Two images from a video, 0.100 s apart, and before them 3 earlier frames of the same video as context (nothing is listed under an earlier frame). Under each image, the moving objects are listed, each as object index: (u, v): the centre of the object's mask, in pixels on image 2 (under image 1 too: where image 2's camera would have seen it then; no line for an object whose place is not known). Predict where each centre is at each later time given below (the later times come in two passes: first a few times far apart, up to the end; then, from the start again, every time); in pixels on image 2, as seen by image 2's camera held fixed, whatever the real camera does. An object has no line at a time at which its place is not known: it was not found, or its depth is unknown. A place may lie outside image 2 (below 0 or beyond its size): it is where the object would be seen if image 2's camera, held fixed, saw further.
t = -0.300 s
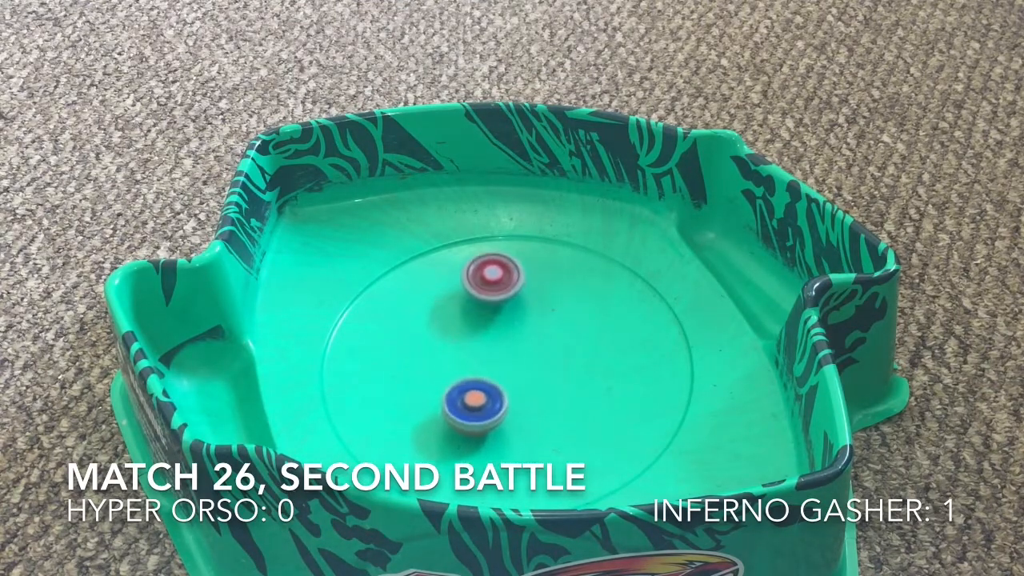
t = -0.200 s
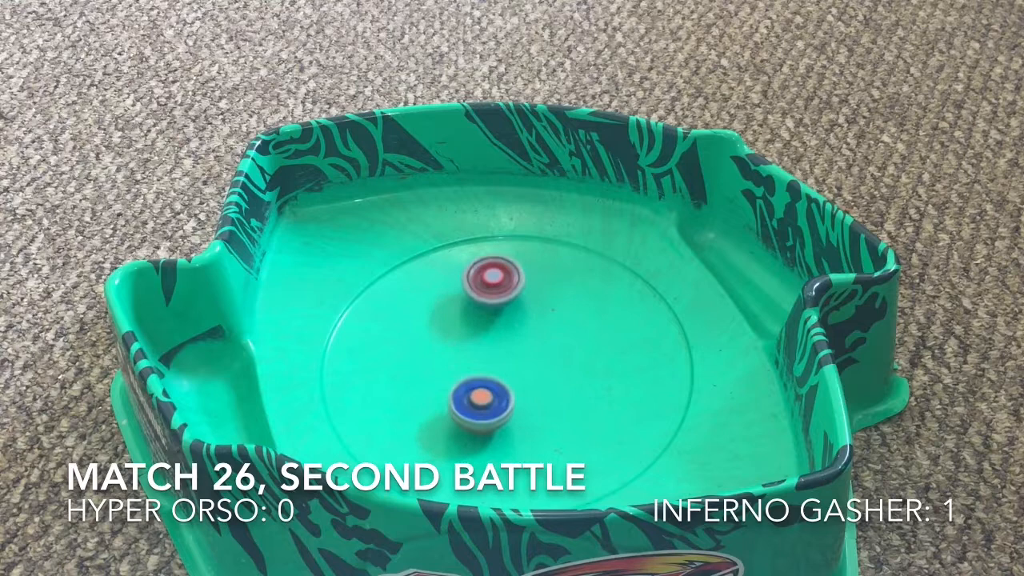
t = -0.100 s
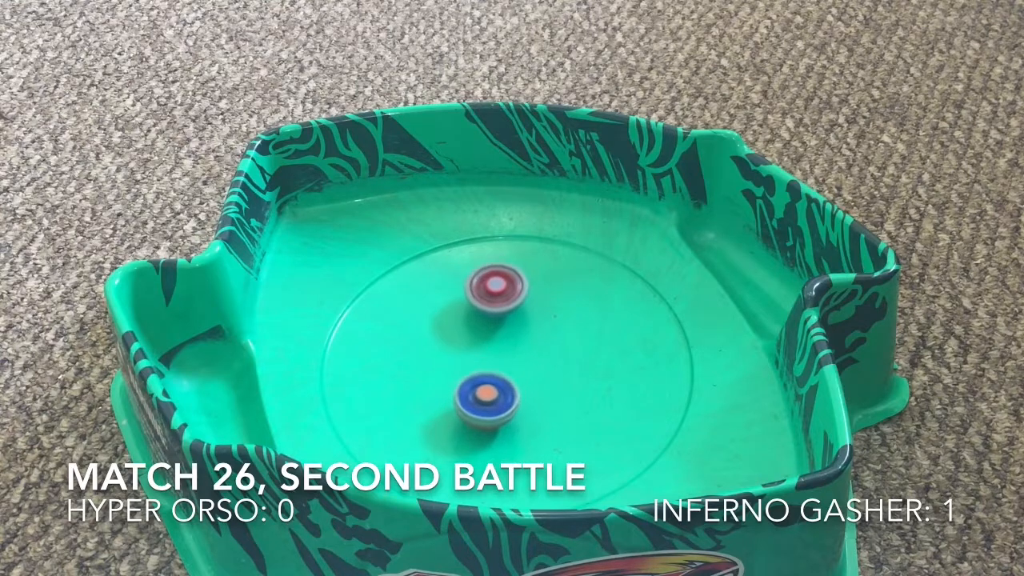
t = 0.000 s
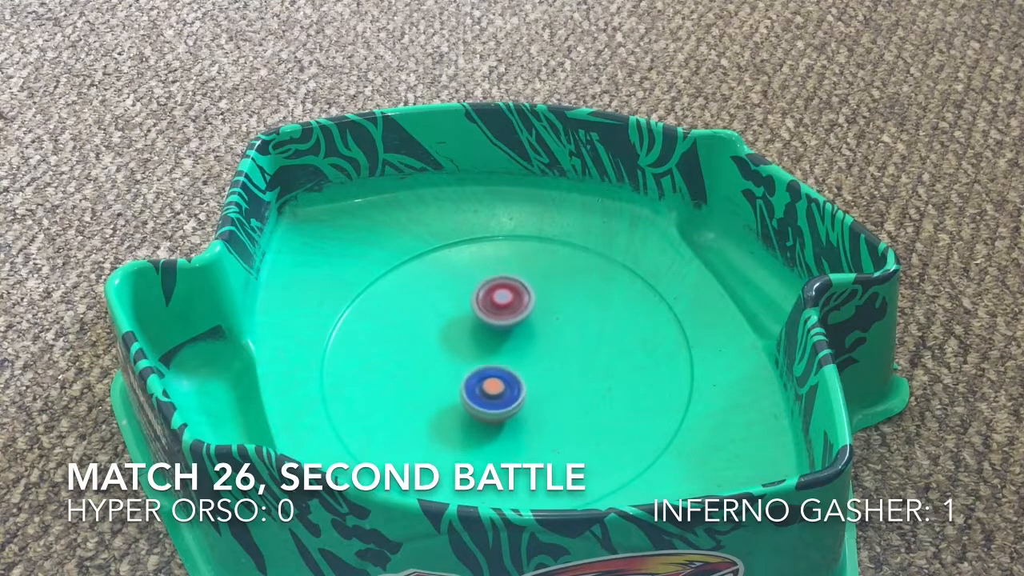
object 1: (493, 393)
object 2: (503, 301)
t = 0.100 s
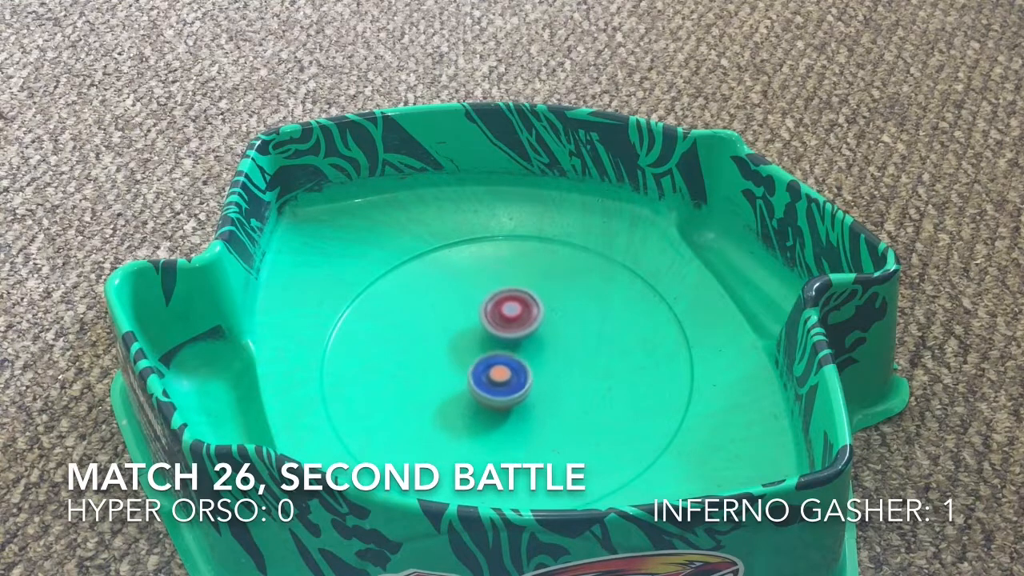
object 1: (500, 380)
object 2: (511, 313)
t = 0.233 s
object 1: (497, 377)
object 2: (532, 313)
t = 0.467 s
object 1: (495, 374)
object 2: (551, 315)
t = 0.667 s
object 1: (498, 369)
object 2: (556, 325)
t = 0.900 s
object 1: (471, 370)
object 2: (582, 339)
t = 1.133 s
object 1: (449, 380)
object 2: (596, 340)
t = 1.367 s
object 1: (461, 379)
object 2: (580, 349)
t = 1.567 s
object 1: (473, 372)
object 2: (556, 367)
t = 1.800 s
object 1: (424, 319)
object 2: (592, 407)
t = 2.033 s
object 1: (387, 301)
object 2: (610, 410)
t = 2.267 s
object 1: (392, 306)
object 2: (585, 401)
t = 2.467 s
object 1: (427, 315)
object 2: (544, 395)
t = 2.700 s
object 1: (487, 323)
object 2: (498, 391)
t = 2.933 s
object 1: (537, 329)
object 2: (464, 384)
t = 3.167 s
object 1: (578, 337)
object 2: (442, 374)
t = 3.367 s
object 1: (603, 348)
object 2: (435, 361)
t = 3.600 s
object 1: (606, 364)
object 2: (439, 341)
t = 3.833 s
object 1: (579, 386)
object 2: (454, 322)
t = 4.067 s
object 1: (537, 405)
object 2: (473, 309)
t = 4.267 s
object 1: (497, 413)
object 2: (493, 305)
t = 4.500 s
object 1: (458, 413)
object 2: (519, 309)
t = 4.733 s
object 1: (439, 396)
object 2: (548, 320)
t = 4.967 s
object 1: (438, 367)
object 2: (563, 334)
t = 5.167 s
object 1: (446, 336)
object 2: (570, 351)
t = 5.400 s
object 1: (461, 307)
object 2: (565, 373)
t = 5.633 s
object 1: (481, 289)
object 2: (553, 390)
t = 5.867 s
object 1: (502, 294)
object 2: (532, 402)
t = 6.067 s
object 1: (525, 311)
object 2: (506, 404)
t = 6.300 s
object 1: (553, 337)
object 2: (481, 399)
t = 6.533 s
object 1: (572, 365)
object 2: (463, 384)
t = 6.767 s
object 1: (576, 391)
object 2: (453, 366)
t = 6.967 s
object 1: (563, 405)
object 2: (454, 349)
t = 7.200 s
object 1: (533, 409)
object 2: (463, 331)
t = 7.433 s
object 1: (494, 402)
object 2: (478, 317)
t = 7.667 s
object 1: (460, 385)
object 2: (497, 312)
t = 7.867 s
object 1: (441, 366)
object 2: (515, 314)
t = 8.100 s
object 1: (438, 344)
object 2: (534, 325)
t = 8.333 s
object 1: (455, 325)
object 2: (549, 340)
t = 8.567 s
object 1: (483, 313)
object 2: (556, 359)
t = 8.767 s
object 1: (508, 311)
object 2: (554, 374)
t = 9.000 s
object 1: (536, 318)
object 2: (543, 390)
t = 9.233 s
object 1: (556, 334)
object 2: (522, 398)
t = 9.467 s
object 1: (562, 358)
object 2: (495, 398)
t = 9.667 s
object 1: (556, 380)
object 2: (477, 390)
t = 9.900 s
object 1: (537, 400)
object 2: (462, 375)
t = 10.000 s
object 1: (526, 405)
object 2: (458, 367)
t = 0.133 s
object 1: (502, 375)
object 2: (515, 317)
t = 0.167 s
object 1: (502, 371)
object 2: (519, 319)
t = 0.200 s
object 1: (500, 375)
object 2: (526, 315)
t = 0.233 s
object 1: (497, 377)
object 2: (532, 313)
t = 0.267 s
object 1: (496, 378)
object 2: (536, 312)
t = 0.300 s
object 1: (494, 378)
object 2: (540, 312)
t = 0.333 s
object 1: (494, 377)
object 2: (543, 312)
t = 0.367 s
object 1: (494, 376)
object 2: (545, 313)
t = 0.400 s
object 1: (494, 375)
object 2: (547, 313)
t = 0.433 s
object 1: (494, 374)
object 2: (549, 314)
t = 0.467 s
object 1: (495, 374)
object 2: (551, 315)
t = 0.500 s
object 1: (496, 373)
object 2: (552, 316)
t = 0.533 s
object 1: (496, 372)
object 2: (554, 317)
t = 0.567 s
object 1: (497, 371)
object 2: (555, 319)
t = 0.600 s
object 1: (497, 370)
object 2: (556, 321)
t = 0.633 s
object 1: (498, 369)
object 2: (556, 323)
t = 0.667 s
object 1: (498, 369)
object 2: (556, 325)
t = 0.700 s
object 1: (498, 368)
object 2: (557, 328)
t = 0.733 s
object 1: (498, 367)
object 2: (557, 331)
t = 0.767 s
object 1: (499, 366)
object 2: (558, 334)
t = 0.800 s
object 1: (499, 365)
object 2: (558, 337)
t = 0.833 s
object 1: (496, 365)
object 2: (562, 339)
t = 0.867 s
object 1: (481, 368)
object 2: (574, 339)
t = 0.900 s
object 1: (471, 370)
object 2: (582, 339)
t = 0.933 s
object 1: (464, 372)
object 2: (587, 340)
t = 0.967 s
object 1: (459, 373)
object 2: (591, 340)
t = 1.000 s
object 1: (455, 375)
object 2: (593, 340)
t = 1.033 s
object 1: (452, 377)
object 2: (595, 339)
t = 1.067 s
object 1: (450, 379)
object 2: (596, 340)
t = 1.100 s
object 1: (449, 380)
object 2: (596, 340)
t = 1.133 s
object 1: (449, 380)
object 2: (596, 340)
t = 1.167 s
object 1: (449, 380)
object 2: (595, 340)
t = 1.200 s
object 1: (451, 380)
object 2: (594, 341)
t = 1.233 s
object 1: (453, 380)
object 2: (592, 342)
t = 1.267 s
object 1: (455, 380)
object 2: (590, 343)
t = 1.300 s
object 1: (457, 380)
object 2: (587, 344)
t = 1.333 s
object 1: (459, 379)
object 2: (583, 346)
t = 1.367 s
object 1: (461, 379)
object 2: (580, 349)
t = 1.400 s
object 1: (463, 378)
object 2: (576, 352)
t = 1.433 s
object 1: (465, 378)
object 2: (572, 355)
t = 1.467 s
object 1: (468, 377)
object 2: (569, 358)
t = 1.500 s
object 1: (469, 376)
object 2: (564, 361)
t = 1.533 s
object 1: (471, 374)
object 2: (560, 364)
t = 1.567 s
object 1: (473, 372)
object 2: (556, 367)
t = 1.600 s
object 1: (476, 370)
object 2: (552, 370)
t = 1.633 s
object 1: (478, 367)
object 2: (549, 374)
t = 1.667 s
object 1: (480, 363)
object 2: (546, 377)
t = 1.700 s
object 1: (470, 352)
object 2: (555, 384)
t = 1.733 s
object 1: (451, 339)
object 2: (572, 395)
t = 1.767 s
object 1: (436, 328)
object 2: (584, 403)
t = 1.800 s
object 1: (424, 319)
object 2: (592, 407)
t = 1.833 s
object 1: (415, 313)
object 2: (597, 411)
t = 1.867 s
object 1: (409, 309)
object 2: (601, 412)
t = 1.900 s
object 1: (404, 307)
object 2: (604, 412)
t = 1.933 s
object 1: (399, 305)
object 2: (606, 412)
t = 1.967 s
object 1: (395, 303)
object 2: (608, 411)
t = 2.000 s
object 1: (391, 302)
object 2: (610, 411)
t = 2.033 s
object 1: (387, 301)
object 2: (610, 410)
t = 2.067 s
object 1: (385, 300)
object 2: (610, 409)
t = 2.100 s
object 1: (383, 299)
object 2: (608, 408)
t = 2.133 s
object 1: (383, 300)
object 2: (606, 407)
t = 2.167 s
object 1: (384, 301)
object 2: (602, 405)
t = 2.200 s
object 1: (386, 303)
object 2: (597, 404)
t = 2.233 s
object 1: (388, 304)
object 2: (591, 402)
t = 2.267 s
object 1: (392, 306)
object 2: (585, 401)
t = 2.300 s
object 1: (395, 308)
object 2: (578, 400)
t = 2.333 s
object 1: (400, 310)
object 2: (571, 398)
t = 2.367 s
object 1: (405, 311)
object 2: (564, 397)
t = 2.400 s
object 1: (411, 313)
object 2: (557, 396)
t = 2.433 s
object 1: (419, 314)
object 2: (551, 395)
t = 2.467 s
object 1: (427, 315)
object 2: (544, 395)
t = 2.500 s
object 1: (435, 316)
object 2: (537, 395)
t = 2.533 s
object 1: (443, 317)
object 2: (530, 394)
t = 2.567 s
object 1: (452, 319)
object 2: (524, 394)
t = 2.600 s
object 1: (461, 320)
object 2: (517, 393)
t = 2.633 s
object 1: (470, 321)
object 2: (511, 392)
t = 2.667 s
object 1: (478, 322)
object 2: (505, 392)
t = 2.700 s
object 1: (487, 323)
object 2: (498, 391)
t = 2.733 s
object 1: (495, 324)
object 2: (492, 390)
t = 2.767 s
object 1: (502, 325)
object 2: (486, 389)
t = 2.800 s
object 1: (509, 326)
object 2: (481, 387)
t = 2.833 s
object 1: (516, 326)
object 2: (477, 386)
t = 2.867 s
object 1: (523, 327)
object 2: (472, 385)
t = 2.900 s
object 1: (530, 328)
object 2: (468, 385)
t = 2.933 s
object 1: (537, 329)
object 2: (464, 384)
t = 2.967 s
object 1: (543, 330)
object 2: (460, 383)
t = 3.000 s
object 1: (549, 331)
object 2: (456, 382)
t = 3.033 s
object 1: (555, 332)
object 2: (453, 381)
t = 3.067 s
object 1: (561, 333)
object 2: (450, 379)
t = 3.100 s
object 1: (567, 334)
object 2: (447, 378)
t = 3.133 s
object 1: (572, 336)
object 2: (445, 376)
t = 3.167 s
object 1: (578, 337)
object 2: (442, 374)
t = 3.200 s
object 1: (583, 339)
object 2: (440, 373)
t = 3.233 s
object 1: (588, 340)
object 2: (439, 370)
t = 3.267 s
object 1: (592, 342)
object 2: (438, 368)
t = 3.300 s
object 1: (597, 344)
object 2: (437, 366)
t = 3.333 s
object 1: (600, 346)
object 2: (436, 363)
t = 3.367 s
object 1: (603, 348)
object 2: (435, 361)
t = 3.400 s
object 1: (606, 350)
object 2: (435, 358)
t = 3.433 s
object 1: (608, 352)
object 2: (435, 355)
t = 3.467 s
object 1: (609, 354)
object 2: (435, 352)
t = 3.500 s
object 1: (609, 357)
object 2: (436, 349)
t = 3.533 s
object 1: (609, 359)
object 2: (437, 347)
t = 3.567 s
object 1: (607, 362)
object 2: (438, 343)
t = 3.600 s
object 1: (606, 364)
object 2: (439, 341)
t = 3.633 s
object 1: (603, 367)
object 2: (441, 338)
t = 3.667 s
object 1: (600, 370)
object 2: (443, 334)
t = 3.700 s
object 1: (597, 373)
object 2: (445, 332)
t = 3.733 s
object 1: (593, 376)
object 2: (448, 329)
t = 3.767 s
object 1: (589, 379)
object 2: (450, 327)
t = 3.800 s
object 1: (584, 382)
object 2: (452, 324)
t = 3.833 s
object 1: (579, 386)
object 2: (454, 322)
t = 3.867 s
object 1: (574, 389)
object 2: (456, 320)
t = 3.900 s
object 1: (569, 392)
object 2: (459, 318)
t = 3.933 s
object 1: (563, 395)
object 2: (462, 316)
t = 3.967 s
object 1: (557, 398)
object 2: (464, 314)
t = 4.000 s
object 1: (551, 400)
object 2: (467, 312)
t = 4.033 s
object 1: (544, 403)
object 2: (470, 311)
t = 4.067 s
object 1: (537, 405)
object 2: (473, 309)
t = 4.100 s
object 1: (530, 408)
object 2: (476, 308)
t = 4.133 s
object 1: (524, 409)
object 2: (480, 307)
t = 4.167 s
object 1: (517, 411)
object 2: (483, 306)
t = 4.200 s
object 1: (510, 412)
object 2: (486, 305)
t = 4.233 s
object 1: (503, 412)
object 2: (490, 305)
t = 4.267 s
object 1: (497, 413)
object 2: (493, 305)
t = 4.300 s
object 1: (491, 414)
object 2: (496, 305)
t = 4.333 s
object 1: (484, 414)
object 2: (500, 305)
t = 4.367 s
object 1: (479, 415)
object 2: (504, 305)
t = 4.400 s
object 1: (473, 415)
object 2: (507, 305)
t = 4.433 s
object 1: (467, 414)
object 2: (511, 306)
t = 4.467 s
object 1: (463, 414)
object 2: (515, 307)
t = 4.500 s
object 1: (458, 413)
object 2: (519, 309)
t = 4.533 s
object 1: (454, 411)
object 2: (524, 311)
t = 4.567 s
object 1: (450, 410)
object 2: (528, 313)
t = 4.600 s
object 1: (447, 408)
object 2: (533, 315)
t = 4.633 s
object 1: (445, 405)
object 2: (537, 316)
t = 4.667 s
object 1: (443, 402)
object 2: (540, 317)
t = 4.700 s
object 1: (441, 399)
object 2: (544, 319)
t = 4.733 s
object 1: (439, 396)
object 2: (548, 320)
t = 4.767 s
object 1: (438, 393)
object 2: (551, 322)
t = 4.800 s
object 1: (437, 389)
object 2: (553, 323)
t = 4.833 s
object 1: (437, 385)
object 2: (556, 325)
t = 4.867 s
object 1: (437, 381)
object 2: (558, 327)
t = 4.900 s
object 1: (437, 377)
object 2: (560, 329)
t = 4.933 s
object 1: (438, 372)
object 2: (562, 331)
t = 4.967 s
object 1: (438, 367)
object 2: (563, 334)
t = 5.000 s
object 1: (439, 362)
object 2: (565, 336)
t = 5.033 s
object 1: (440, 357)
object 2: (566, 339)
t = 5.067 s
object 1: (441, 352)
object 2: (568, 342)
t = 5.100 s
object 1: (443, 347)
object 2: (569, 345)
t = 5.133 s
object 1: (444, 341)
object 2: (569, 347)
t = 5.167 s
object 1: (446, 336)
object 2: (570, 351)
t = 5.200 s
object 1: (448, 331)
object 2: (570, 354)
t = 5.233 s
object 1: (450, 326)
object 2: (570, 357)
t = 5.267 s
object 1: (452, 322)
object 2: (570, 360)
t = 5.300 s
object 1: (455, 318)
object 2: (569, 363)
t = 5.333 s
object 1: (457, 314)
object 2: (568, 366)
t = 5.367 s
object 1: (459, 310)
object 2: (566, 369)
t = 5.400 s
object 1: (461, 307)
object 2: (565, 373)
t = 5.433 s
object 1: (464, 303)
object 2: (564, 376)
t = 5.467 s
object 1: (467, 300)
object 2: (562, 378)
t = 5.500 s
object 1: (470, 297)
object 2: (560, 381)
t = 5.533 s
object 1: (472, 295)
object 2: (559, 384)
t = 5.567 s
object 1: (476, 293)
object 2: (557, 386)
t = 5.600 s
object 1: (478, 291)
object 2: (555, 389)
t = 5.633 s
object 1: (481, 289)
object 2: (553, 390)
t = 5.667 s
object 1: (484, 289)
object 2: (550, 393)
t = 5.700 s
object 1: (487, 288)
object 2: (548, 395)
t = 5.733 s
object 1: (490, 288)
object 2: (545, 397)
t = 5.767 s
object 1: (493, 289)
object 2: (542, 399)
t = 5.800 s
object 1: (496, 290)
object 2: (539, 400)
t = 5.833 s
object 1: (499, 292)
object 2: (536, 401)
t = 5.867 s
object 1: (502, 294)
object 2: (532, 402)
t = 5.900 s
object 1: (506, 295)
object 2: (528, 403)
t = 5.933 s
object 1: (509, 298)
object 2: (524, 403)
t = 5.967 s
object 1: (513, 301)
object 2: (520, 403)
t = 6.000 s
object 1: (517, 304)
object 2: (515, 404)
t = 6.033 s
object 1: (521, 307)
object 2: (511, 404)
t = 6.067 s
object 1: (525, 311)
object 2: (506, 404)
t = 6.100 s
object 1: (529, 314)
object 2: (503, 404)
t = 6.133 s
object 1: (533, 318)
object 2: (499, 403)
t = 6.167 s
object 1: (537, 321)
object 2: (495, 403)
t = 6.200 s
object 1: (541, 325)
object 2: (491, 402)
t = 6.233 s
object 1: (545, 329)
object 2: (488, 401)
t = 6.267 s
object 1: (549, 333)
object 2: (484, 400)
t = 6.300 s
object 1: (553, 337)
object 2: (481, 399)
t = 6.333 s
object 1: (556, 341)
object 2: (477, 397)
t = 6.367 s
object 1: (559, 345)
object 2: (474, 395)
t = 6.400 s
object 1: (562, 349)
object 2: (471, 393)
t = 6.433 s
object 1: (565, 353)
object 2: (469, 391)
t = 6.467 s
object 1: (568, 357)
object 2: (467, 389)
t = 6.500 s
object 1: (570, 361)
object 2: (465, 387)
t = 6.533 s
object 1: (572, 365)
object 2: (463, 384)
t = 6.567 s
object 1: (573, 369)
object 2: (461, 382)
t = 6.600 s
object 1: (574, 373)
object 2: (460, 380)
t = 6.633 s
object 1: (575, 377)
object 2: (458, 377)
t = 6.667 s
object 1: (576, 380)
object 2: (457, 375)
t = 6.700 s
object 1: (577, 384)
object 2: (455, 373)
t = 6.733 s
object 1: (577, 387)
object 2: (454, 370)
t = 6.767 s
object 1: (576, 391)
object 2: (453, 366)
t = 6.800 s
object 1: (575, 394)
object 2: (453, 363)
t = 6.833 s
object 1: (573, 397)
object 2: (453, 360)
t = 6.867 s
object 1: (571, 399)
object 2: (453, 357)
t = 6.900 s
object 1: (569, 401)
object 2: (453, 355)
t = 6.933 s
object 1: (566, 403)
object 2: (453, 352)
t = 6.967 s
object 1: (563, 405)
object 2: (454, 349)
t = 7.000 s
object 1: (560, 406)
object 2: (455, 346)
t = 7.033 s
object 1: (556, 407)
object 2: (455, 344)
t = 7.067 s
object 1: (552, 408)
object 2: (457, 341)
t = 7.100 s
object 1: (548, 408)
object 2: (458, 338)
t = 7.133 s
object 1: (544, 409)
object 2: (460, 336)
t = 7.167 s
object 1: (539, 409)
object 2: (461, 333)
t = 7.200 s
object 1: (533, 409)
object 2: (463, 331)
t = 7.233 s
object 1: (528, 409)
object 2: (465, 329)
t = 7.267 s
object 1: (522, 408)
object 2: (467, 326)
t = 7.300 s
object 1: (517, 407)
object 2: (469, 323)
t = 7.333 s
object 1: (511, 406)
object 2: (471, 321)
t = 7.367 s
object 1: (505, 405)
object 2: (473, 319)
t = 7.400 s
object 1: (499, 403)
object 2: (475, 318)
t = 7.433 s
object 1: (494, 402)
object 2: (478, 317)
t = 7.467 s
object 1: (489, 400)
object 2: (480, 315)
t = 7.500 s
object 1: (484, 398)
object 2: (483, 314)
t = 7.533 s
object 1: (478, 395)
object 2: (486, 313)
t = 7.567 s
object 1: (473, 393)
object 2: (489, 313)
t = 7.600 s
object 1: (468, 390)
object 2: (491, 313)
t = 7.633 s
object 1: (464, 388)
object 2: (494, 312)
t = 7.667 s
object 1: (460, 385)
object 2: (497, 312)
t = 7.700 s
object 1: (455, 382)
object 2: (499, 311)
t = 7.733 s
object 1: (452, 380)
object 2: (502, 312)
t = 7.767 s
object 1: (449, 377)
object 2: (505, 312)
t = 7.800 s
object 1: (445, 373)
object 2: (508, 312)
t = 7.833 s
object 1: (443, 370)
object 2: (512, 313)
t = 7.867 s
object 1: (441, 366)
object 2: (515, 314)
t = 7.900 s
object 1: (439, 363)
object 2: (518, 315)
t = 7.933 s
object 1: (438, 360)
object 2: (521, 317)
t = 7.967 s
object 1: (437, 357)
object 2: (524, 318)
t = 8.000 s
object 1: (437, 353)
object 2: (527, 320)
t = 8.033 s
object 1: (437, 350)
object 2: (530, 321)
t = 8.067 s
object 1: (437, 347)
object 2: (532, 323)
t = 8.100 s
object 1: (438, 344)
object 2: (534, 325)
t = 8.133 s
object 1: (440, 341)
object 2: (537, 326)
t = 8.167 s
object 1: (442, 338)
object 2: (539, 328)
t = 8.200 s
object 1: (444, 335)
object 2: (542, 331)
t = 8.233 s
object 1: (446, 333)
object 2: (544, 333)
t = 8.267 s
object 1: (449, 330)
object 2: (545, 335)
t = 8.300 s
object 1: (452, 328)
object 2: (547, 338)
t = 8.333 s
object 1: (455, 325)
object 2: (549, 340)
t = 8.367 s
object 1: (459, 323)
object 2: (551, 343)
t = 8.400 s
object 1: (462, 322)
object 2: (552, 345)
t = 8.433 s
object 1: (466, 320)
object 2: (553, 348)
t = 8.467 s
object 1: (470, 318)
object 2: (554, 350)
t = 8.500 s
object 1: (474, 316)
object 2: (555, 353)
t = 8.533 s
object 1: (478, 315)
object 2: (556, 356)
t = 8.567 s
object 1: (483, 313)
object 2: (556, 359)
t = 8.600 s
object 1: (487, 312)
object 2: (556, 361)
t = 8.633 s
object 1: (491, 312)
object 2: (556, 364)
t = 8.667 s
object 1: (495, 311)
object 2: (556, 367)
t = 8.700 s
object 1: (499, 311)
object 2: (556, 369)
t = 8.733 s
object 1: (504, 311)
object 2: (555, 372)
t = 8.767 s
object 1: (508, 311)
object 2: (554, 374)
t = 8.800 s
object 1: (512, 311)
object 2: (553, 377)
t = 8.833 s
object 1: (516, 312)
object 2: (552, 379)
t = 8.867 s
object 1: (521, 313)
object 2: (551, 381)
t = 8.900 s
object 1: (525, 314)
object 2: (549, 384)
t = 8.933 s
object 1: (529, 315)
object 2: (547, 386)
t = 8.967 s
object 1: (532, 316)
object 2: (545, 388)
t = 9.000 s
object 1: (536, 318)
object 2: (543, 390)
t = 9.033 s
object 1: (540, 320)
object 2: (541, 392)
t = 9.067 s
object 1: (543, 322)
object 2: (538, 394)
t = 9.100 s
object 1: (547, 324)
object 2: (535, 395)
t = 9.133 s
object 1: (549, 326)
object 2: (532, 396)
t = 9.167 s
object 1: (552, 329)
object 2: (529, 398)
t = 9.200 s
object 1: (554, 331)
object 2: (525, 398)
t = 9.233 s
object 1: (556, 334)
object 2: (522, 398)
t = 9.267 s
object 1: (558, 337)
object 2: (519, 399)
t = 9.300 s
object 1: (559, 340)
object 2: (515, 399)
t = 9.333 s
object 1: (560, 344)
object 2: (510, 399)
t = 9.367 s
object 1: (561, 347)
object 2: (507, 399)
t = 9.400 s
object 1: (562, 350)
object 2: (503, 399)
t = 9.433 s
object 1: (562, 354)
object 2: (499, 399)
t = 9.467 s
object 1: (562, 358)
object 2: (495, 398)
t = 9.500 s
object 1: (562, 361)
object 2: (492, 397)
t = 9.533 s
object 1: (561, 365)
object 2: (488, 396)
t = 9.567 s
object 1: (560, 369)
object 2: (485, 395)
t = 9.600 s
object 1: (559, 373)
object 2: (482, 393)
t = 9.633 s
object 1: (557, 376)
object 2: (479, 392)
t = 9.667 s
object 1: (556, 380)
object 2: (477, 390)
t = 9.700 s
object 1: (554, 383)
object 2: (474, 388)
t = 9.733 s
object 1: (552, 386)
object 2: (472, 386)
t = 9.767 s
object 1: (549, 389)
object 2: (469, 384)
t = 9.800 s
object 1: (546, 392)
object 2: (467, 382)
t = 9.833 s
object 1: (543, 395)
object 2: (465, 380)
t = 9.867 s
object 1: (540, 397)
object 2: (464, 377)
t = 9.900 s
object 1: (537, 400)
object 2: (462, 375)
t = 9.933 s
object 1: (534, 402)
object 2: (460, 372)
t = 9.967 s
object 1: (530, 404)
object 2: (459, 369)
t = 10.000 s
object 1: (526, 405)
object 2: (458, 367)
